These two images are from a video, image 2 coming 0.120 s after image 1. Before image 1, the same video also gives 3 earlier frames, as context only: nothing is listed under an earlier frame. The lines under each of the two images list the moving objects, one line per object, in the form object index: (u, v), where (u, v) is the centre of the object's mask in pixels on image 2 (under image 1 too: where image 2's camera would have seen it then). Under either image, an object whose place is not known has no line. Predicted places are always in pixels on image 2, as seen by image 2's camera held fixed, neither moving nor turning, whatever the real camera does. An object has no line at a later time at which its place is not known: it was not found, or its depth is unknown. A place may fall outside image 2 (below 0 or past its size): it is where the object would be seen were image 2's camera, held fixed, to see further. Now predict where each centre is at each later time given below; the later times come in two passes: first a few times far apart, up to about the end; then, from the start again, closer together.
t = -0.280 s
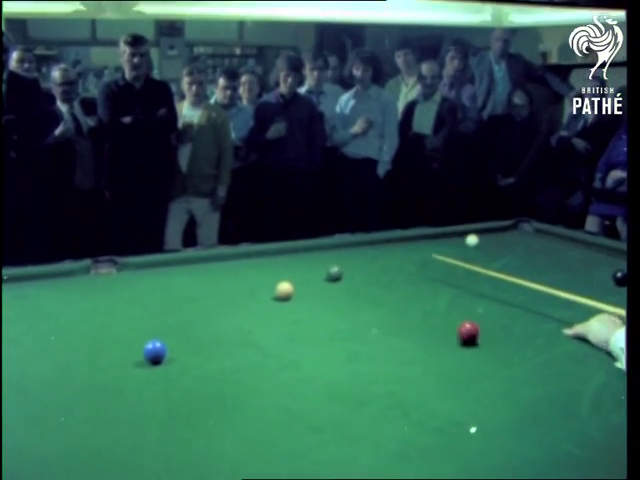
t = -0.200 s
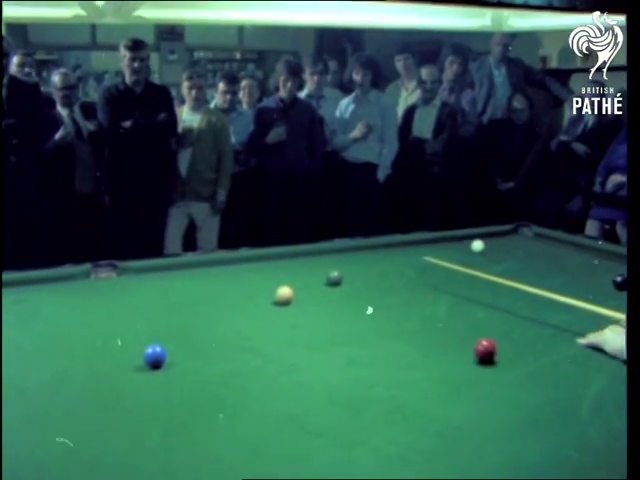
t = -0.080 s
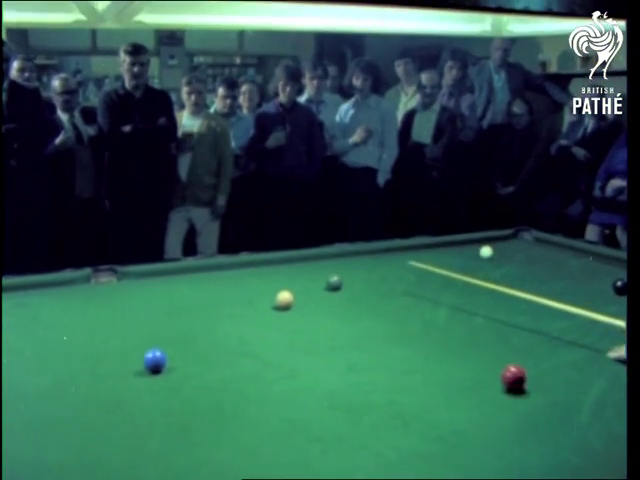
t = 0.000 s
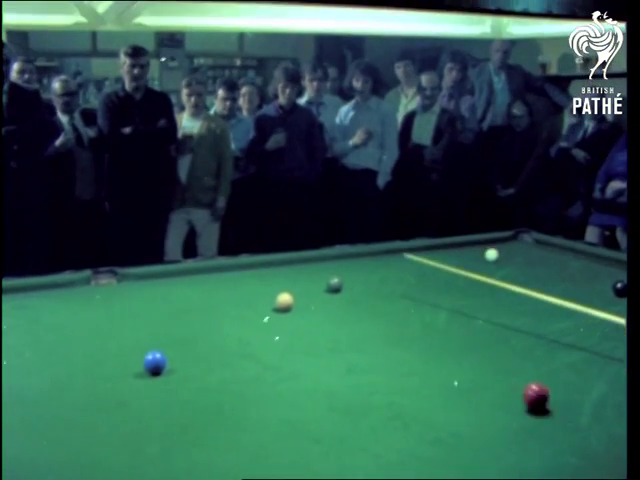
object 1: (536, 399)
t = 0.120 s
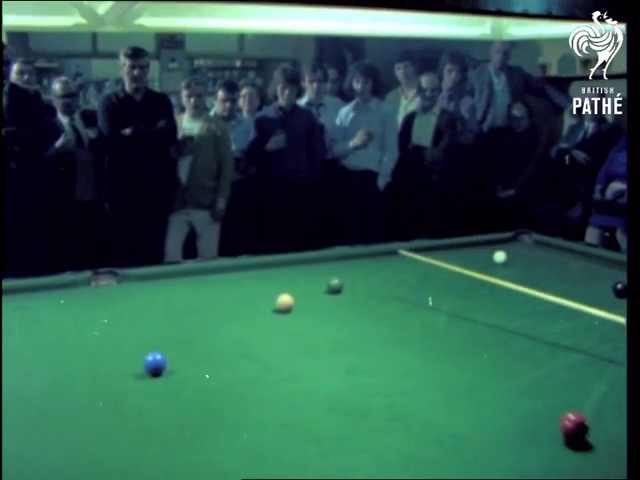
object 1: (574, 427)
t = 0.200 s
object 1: (604, 452)
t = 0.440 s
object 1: (583, 457)
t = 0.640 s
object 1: (516, 425)
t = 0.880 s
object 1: (450, 397)
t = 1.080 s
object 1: (406, 377)
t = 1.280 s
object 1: (368, 360)
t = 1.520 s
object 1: (331, 343)
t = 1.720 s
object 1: (304, 331)
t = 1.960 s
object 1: (276, 318)
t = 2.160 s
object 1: (257, 309)
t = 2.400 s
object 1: (236, 299)
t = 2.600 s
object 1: (221, 292)
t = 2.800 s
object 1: (207, 286)
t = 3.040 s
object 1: (193, 278)
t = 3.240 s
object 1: (183, 273)
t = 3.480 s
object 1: (182, 277)
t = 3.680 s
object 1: (182, 280)
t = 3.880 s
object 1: (182, 284)
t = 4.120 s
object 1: (182, 288)
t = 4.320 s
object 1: (182, 291)
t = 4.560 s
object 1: (182, 294)
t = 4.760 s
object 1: (182, 297)
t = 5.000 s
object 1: (183, 300)
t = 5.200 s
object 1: (183, 302)
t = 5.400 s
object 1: (183, 303)
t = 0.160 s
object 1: (588, 440)
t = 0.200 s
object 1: (604, 452)
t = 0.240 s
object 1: (615, 461)
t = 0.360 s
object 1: (614, 465)
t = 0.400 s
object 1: (600, 461)
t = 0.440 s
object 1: (583, 457)
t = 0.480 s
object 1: (570, 454)
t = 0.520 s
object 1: (554, 442)
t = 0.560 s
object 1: (541, 436)
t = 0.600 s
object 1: (528, 430)
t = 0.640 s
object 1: (516, 425)
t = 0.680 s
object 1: (503, 421)
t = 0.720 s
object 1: (492, 415)
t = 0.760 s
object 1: (481, 410)
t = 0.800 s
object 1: (471, 406)
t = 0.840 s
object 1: (460, 401)
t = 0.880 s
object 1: (450, 397)
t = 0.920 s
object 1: (441, 393)
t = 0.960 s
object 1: (432, 389)
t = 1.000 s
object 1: (423, 384)
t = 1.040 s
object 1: (414, 380)
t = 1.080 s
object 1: (406, 377)
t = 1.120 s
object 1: (398, 373)
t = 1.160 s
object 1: (390, 370)
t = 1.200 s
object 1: (382, 367)
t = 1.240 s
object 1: (375, 363)
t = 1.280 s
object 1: (368, 360)
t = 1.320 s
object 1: (361, 357)
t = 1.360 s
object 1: (355, 354)
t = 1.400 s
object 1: (348, 351)
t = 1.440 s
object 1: (342, 349)
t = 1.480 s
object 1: (336, 346)
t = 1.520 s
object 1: (331, 343)
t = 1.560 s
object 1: (325, 341)
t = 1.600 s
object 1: (319, 338)
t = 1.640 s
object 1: (314, 336)
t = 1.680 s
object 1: (309, 333)
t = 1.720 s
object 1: (304, 331)
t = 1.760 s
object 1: (299, 329)
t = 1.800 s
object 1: (294, 326)
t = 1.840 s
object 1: (289, 324)
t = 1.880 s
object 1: (285, 322)
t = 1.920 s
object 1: (280, 320)
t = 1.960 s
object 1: (276, 318)
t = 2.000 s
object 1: (271, 316)
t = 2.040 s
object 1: (268, 314)
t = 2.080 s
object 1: (264, 312)
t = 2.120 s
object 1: (260, 310)
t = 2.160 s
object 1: (257, 309)
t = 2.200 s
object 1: (253, 307)
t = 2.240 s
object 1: (249, 305)
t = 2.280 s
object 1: (246, 304)
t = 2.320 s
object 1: (242, 302)
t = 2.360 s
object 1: (239, 301)
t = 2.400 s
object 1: (236, 299)
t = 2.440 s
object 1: (233, 298)
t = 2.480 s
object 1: (230, 296)
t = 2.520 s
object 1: (227, 295)
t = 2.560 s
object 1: (224, 293)
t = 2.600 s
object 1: (221, 292)
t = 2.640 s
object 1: (218, 290)
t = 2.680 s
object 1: (215, 289)
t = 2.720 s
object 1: (213, 288)
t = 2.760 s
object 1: (210, 287)
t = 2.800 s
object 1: (207, 286)
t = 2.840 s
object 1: (205, 284)
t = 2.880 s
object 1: (203, 283)
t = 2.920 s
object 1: (200, 282)
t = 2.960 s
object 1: (198, 281)
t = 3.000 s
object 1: (195, 280)
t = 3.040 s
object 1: (193, 278)
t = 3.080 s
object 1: (191, 277)
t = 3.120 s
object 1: (188, 276)
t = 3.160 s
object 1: (187, 275)
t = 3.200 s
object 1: (186, 274)
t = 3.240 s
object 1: (183, 273)
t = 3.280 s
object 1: (182, 274)
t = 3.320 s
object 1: (182, 274)
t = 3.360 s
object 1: (182, 274)
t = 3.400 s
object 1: (182, 275)
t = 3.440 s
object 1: (182, 276)
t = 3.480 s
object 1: (182, 277)
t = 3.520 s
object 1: (182, 278)
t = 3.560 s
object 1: (182, 278)
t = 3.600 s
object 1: (182, 279)
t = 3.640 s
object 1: (182, 280)
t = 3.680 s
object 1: (182, 280)
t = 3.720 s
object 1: (183, 281)
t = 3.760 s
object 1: (182, 282)
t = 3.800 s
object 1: (182, 283)
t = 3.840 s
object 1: (182, 284)
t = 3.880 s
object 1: (182, 284)
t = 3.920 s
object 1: (182, 285)
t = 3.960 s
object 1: (182, 285)
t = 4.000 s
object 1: (182, 286)
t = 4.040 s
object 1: (182, 287)
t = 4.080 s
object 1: (182, 287)
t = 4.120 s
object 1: (182, 288)
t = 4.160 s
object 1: (182, 289)
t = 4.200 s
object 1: (182, 289)
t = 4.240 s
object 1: (182, 290)
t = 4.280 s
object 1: (182, 291)
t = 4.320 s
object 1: (182, 291)
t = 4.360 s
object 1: (182, 292)
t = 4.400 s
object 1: (182, 292)
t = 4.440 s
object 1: (182, 293)
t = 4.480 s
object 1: (182, 293)
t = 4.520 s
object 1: (182, 294)
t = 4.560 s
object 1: (182, 294)
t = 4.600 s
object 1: (182, 295)
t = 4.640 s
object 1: (182, 296)
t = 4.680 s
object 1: (182, 296)
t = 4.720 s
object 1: (182, 297)
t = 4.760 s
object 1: (182, 297)
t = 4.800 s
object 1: (182, 297)
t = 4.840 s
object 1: (182, 298)
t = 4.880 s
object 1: (182, 298)
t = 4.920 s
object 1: (183, 299)
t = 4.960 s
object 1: (183, 299)
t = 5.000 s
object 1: (183, 300)
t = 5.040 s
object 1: (183, 300)
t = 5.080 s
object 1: (183, 300)
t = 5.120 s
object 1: (183, 301)
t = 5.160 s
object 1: (183, 301)
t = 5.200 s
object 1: (183, 302)
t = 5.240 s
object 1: (183, 302)
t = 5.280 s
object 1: (183, 302)
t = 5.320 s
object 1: (183, 302)
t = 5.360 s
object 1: (183, 303)
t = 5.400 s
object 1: (183, 303)
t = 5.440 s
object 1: (183, 303)
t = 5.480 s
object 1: (184, 303)
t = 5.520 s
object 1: (183, 304)
